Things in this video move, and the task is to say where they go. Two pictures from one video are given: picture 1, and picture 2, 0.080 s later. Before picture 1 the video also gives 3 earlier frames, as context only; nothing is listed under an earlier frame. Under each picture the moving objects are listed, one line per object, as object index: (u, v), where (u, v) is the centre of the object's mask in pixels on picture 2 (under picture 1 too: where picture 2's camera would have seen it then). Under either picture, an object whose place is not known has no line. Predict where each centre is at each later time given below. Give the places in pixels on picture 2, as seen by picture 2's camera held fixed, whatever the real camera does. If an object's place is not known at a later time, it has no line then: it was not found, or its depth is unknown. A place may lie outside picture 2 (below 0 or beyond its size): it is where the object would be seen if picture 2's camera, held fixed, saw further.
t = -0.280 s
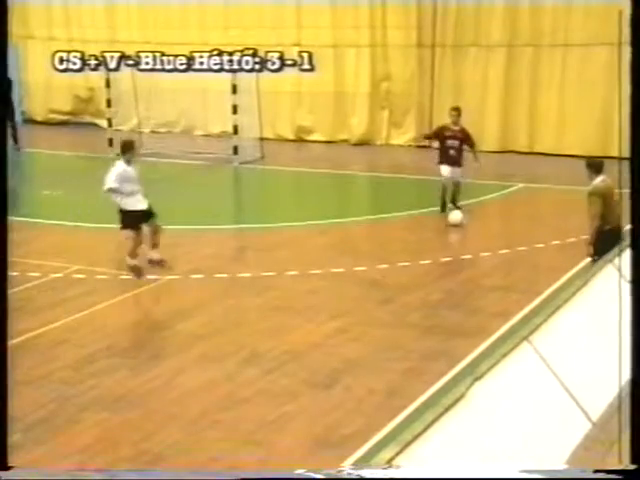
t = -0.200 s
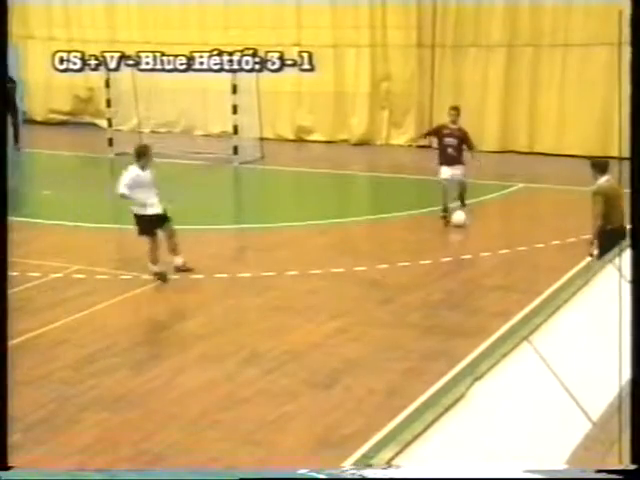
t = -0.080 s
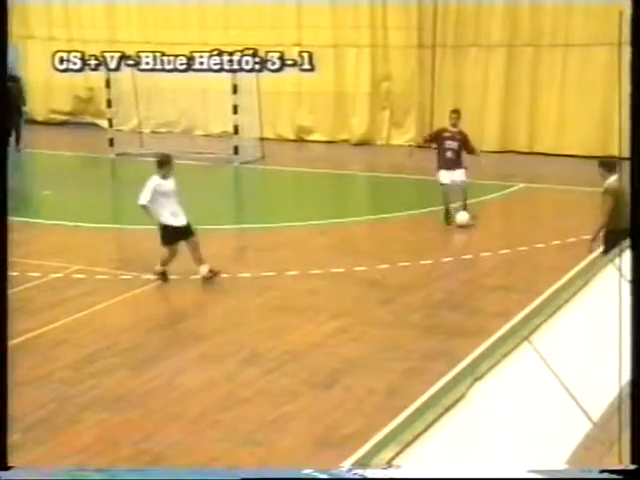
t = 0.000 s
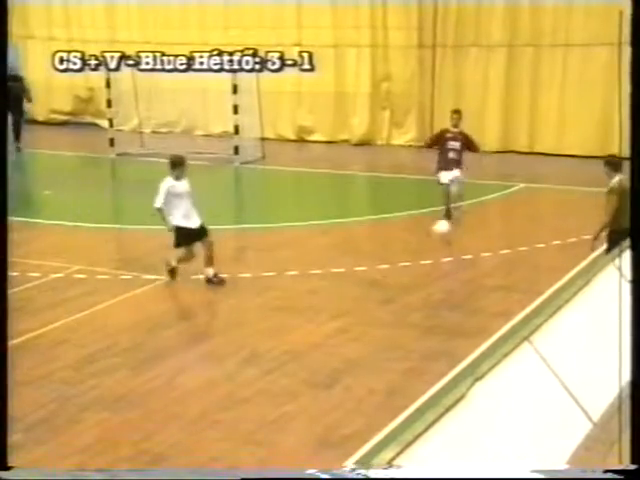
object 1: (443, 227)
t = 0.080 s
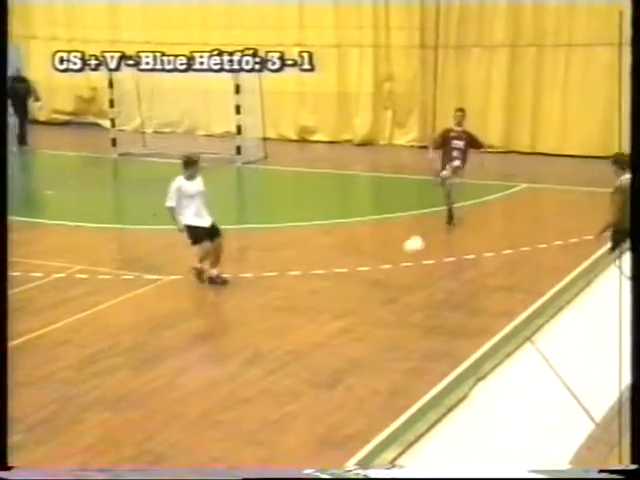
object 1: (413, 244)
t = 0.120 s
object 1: (396, 256)
